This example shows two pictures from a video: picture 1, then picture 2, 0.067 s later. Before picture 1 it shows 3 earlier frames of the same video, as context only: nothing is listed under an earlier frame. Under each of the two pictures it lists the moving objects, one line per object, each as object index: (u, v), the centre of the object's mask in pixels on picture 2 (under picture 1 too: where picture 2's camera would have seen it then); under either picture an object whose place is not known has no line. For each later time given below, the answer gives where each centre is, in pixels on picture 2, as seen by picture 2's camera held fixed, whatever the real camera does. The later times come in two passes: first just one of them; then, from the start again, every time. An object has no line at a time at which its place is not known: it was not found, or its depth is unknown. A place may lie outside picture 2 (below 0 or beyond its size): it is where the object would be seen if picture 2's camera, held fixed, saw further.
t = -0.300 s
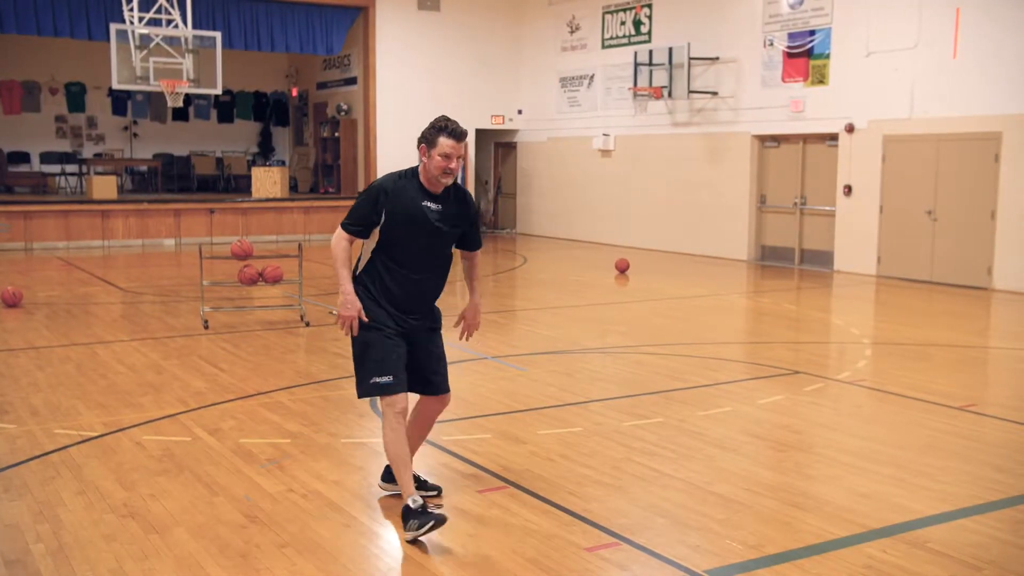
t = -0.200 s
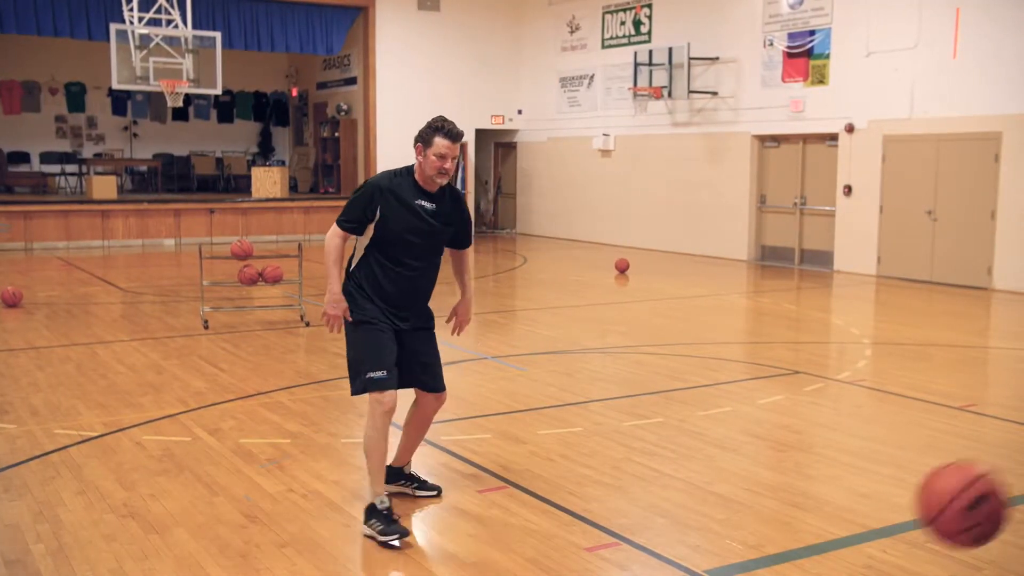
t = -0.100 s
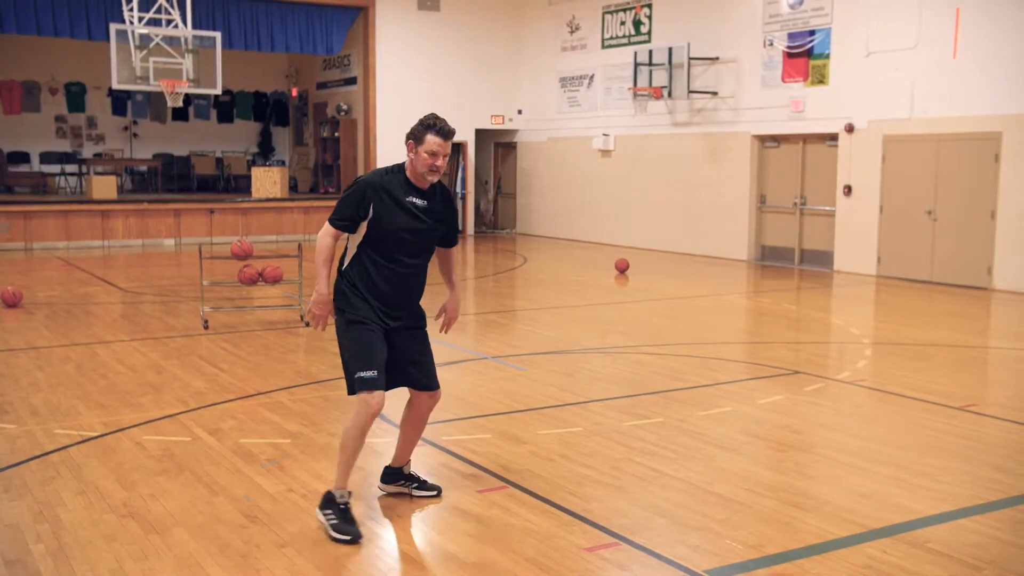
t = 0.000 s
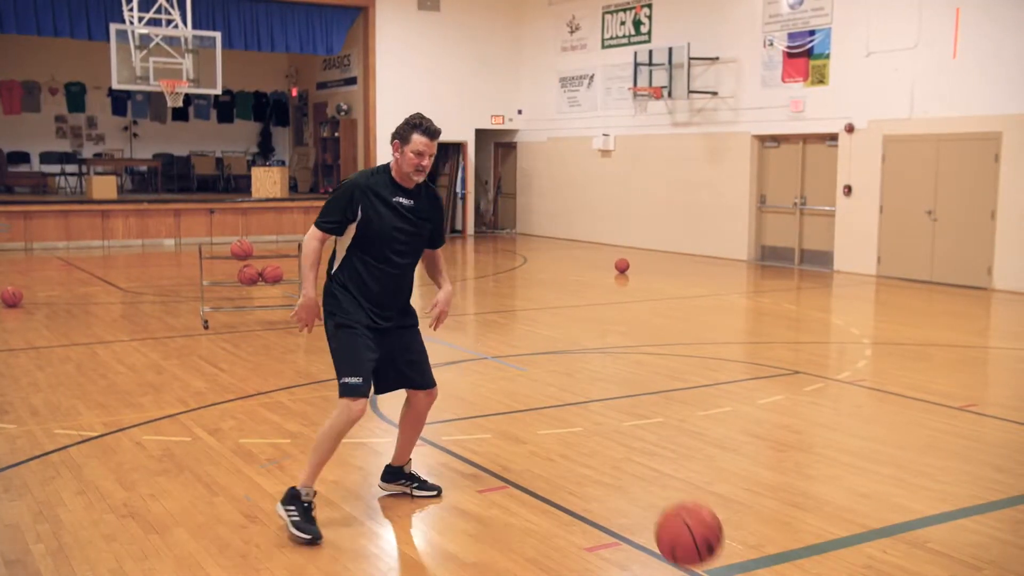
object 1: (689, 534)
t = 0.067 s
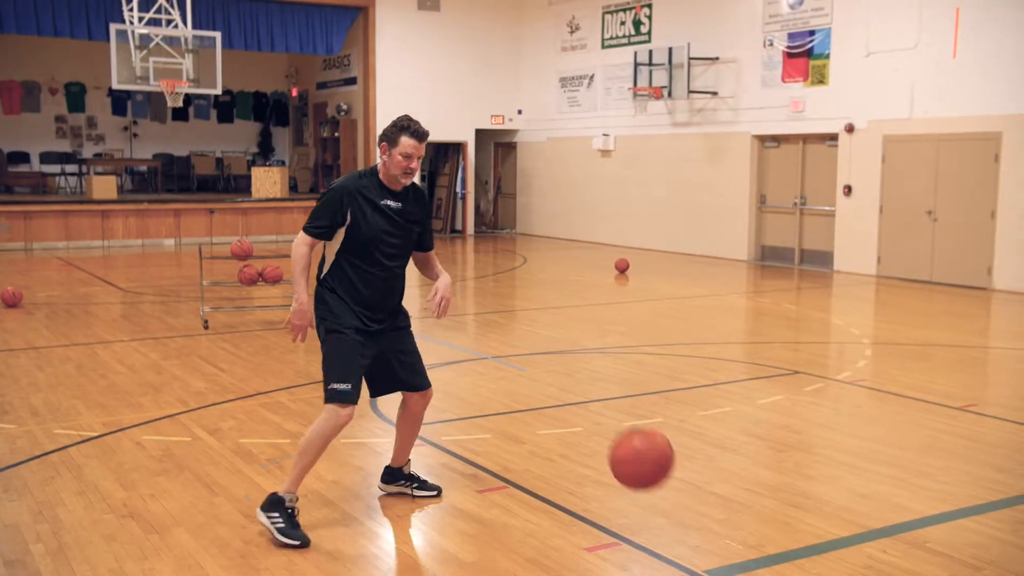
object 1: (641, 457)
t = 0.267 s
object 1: (515, 318)
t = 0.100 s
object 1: (618, 425)
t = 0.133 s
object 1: (596, 397)
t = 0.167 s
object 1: (575, 373)
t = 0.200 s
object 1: (554, 351)
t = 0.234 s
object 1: (534, 333)
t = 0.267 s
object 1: (515, 318)
